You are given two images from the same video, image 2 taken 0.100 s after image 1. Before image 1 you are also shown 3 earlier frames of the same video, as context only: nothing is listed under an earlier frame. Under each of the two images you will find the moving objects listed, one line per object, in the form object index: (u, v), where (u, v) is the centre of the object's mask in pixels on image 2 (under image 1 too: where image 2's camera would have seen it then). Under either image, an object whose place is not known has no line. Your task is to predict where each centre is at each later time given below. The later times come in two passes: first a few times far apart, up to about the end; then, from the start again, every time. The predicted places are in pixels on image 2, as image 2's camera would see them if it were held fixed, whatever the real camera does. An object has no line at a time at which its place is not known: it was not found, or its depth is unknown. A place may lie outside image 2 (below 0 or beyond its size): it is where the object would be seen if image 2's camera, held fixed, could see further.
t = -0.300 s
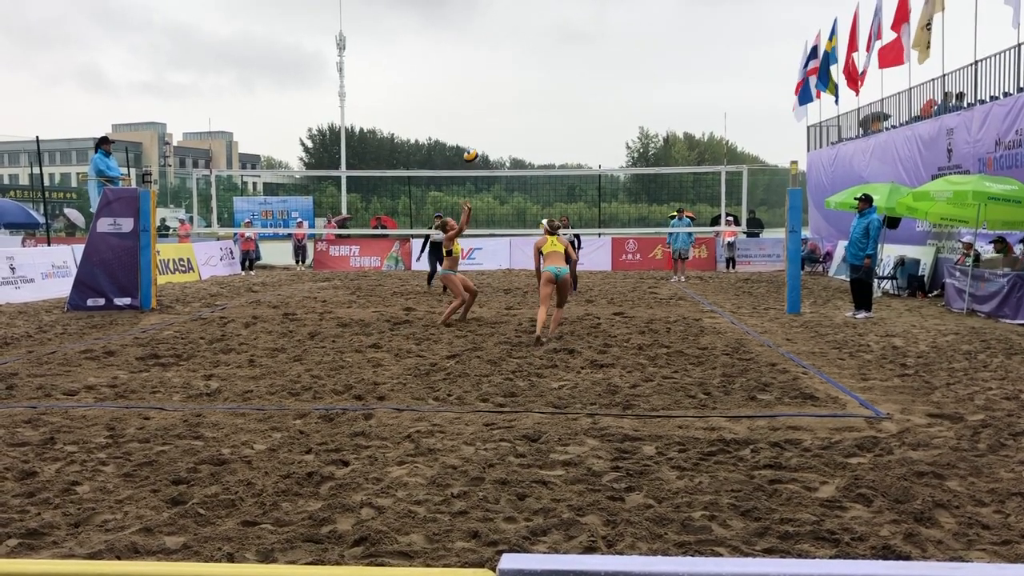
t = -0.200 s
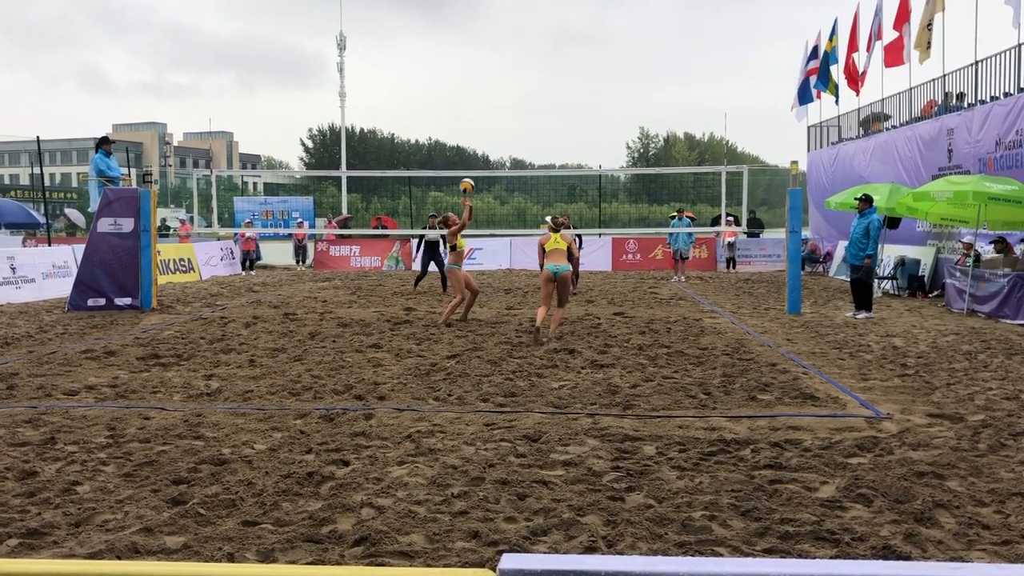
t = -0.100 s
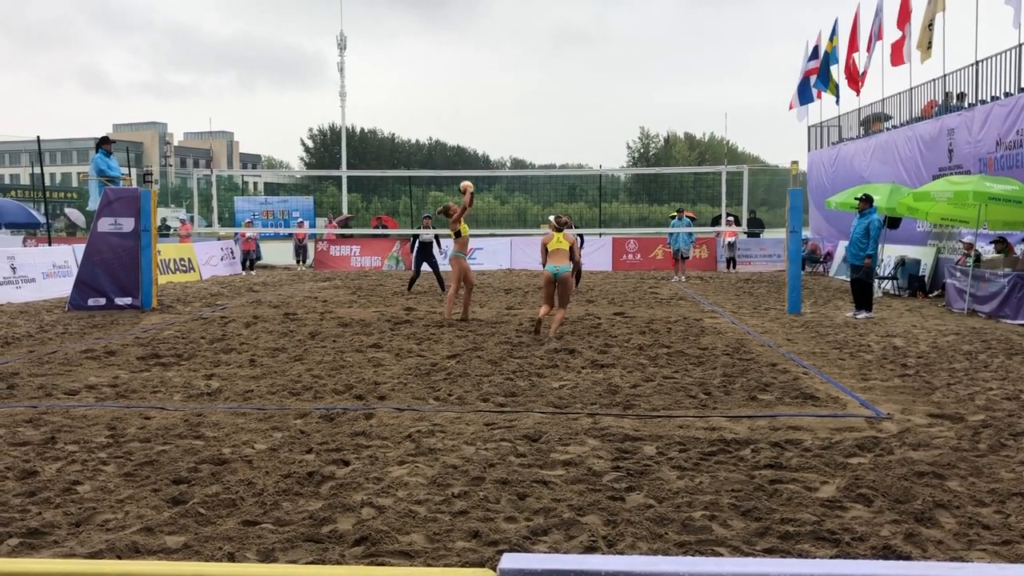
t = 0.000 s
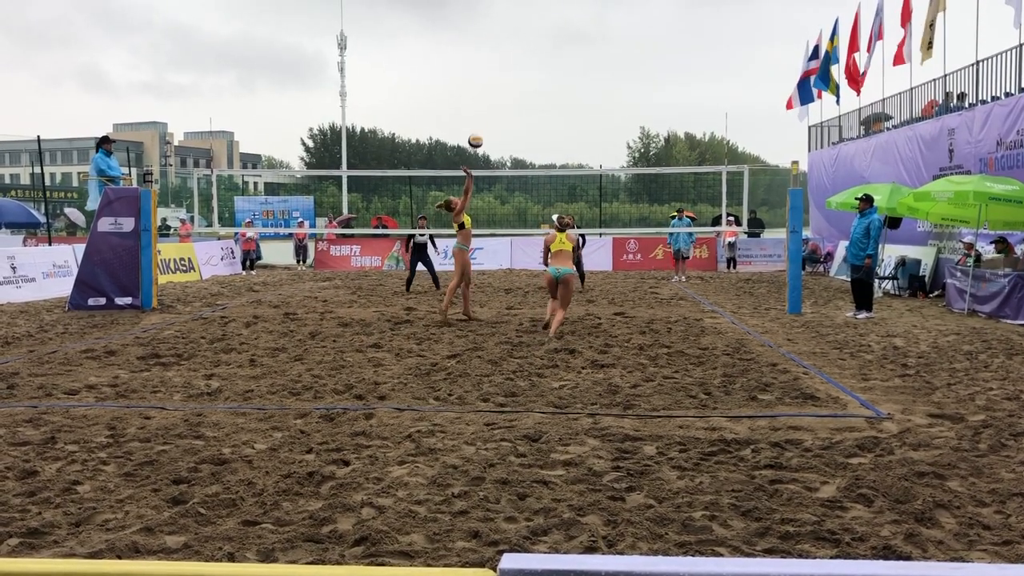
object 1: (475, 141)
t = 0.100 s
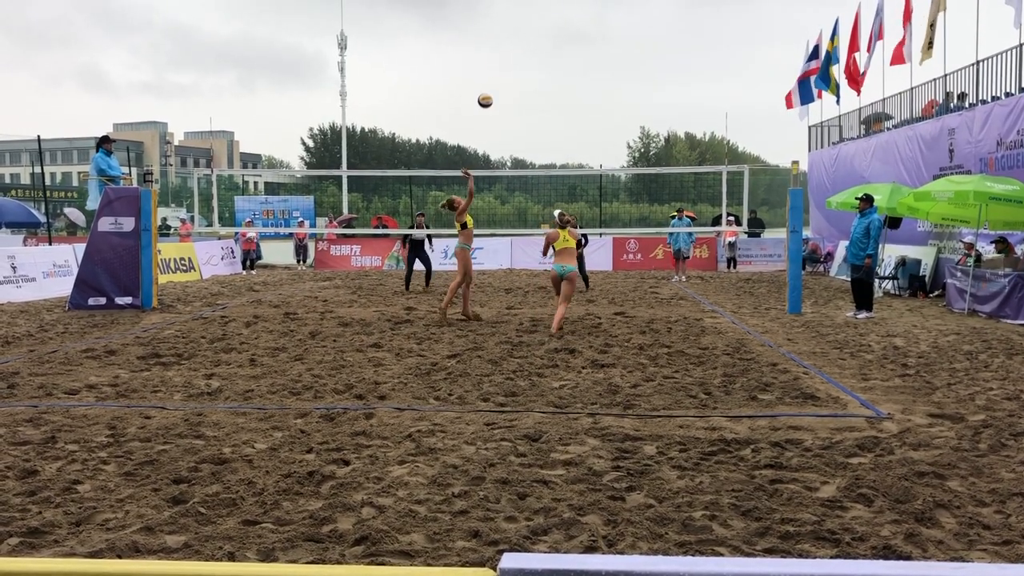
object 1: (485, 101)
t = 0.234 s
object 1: (497, 59)
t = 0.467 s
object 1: (519, 17)
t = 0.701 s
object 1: (539, 14)
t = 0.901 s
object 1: (556, 42)
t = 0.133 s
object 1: (488, 89)
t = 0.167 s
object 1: (491, 78)
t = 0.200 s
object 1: (494, 68)
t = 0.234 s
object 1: (497, 59)
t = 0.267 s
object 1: (501, 50)
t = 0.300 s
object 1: (504, 43)
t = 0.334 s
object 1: (507, 36)
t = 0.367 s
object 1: (510, 30)
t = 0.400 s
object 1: (513, 25)
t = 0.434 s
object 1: (516, 21)
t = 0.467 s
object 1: (519, 17)
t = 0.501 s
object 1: (522, 14)
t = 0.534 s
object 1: (525, 12)
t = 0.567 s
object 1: (528, 11)
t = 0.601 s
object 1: (531, 11)
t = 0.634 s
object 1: (534, 11)
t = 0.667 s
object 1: (537, 12)
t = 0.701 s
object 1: (539, 14)
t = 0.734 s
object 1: (542, 17)
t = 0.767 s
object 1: (545, 21)
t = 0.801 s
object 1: (548, 25)
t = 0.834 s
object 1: (551, 30)
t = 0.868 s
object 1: (553, 36)
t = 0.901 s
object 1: (556, 42)
